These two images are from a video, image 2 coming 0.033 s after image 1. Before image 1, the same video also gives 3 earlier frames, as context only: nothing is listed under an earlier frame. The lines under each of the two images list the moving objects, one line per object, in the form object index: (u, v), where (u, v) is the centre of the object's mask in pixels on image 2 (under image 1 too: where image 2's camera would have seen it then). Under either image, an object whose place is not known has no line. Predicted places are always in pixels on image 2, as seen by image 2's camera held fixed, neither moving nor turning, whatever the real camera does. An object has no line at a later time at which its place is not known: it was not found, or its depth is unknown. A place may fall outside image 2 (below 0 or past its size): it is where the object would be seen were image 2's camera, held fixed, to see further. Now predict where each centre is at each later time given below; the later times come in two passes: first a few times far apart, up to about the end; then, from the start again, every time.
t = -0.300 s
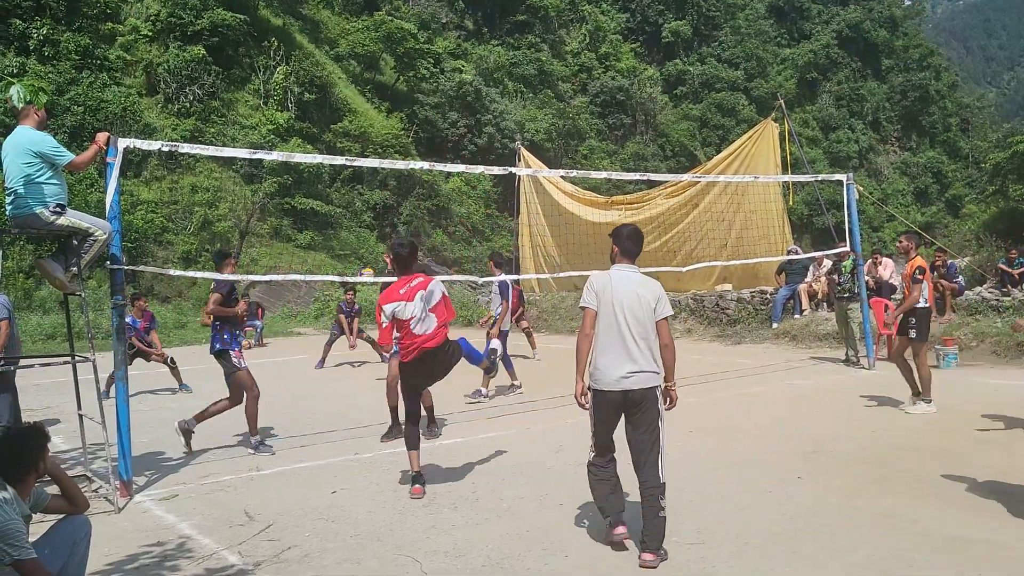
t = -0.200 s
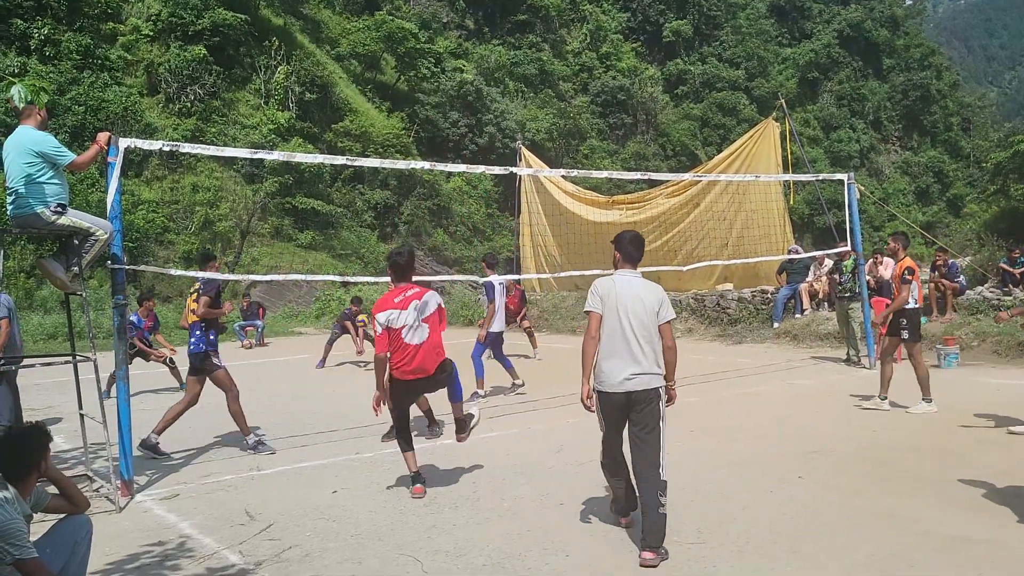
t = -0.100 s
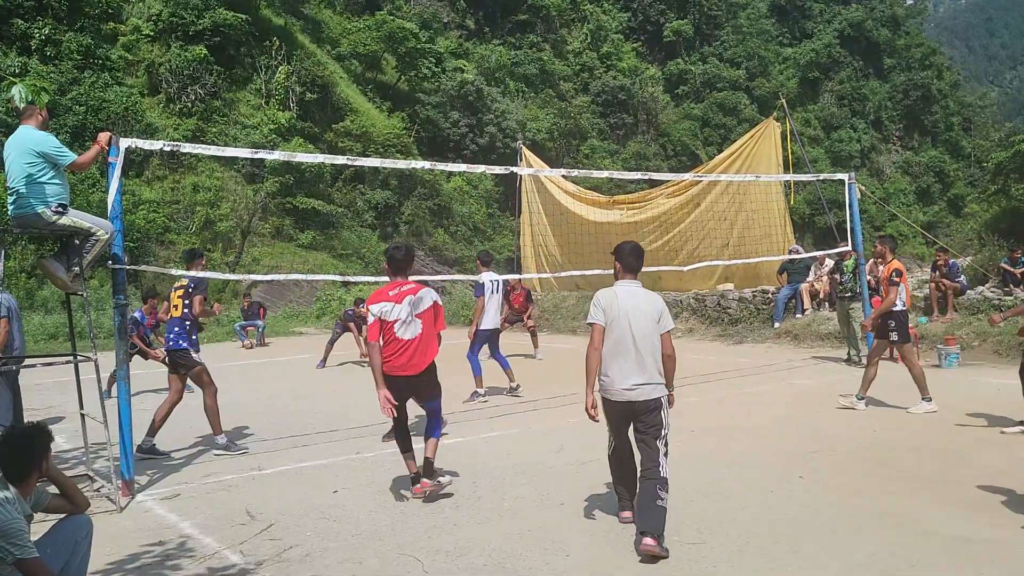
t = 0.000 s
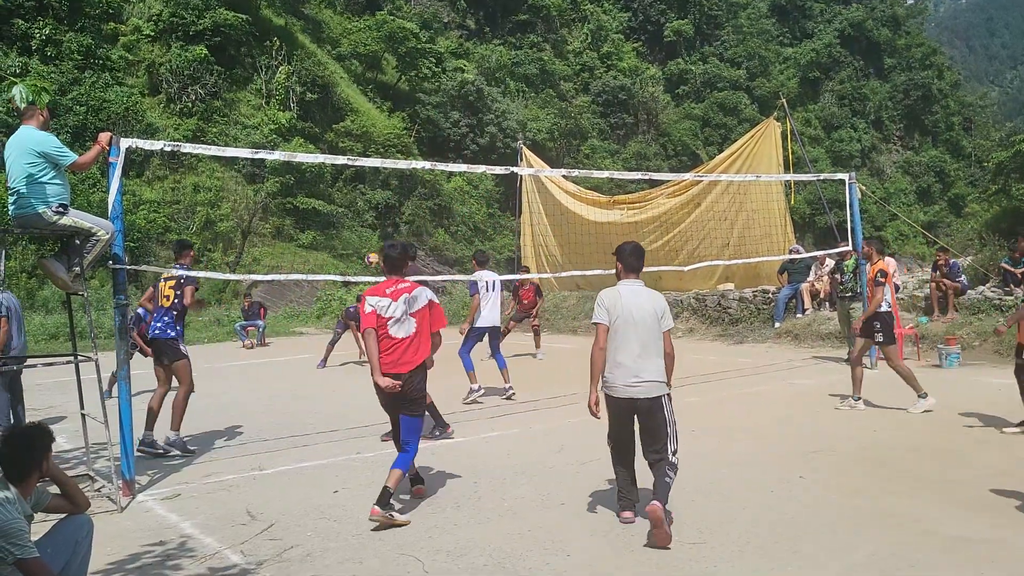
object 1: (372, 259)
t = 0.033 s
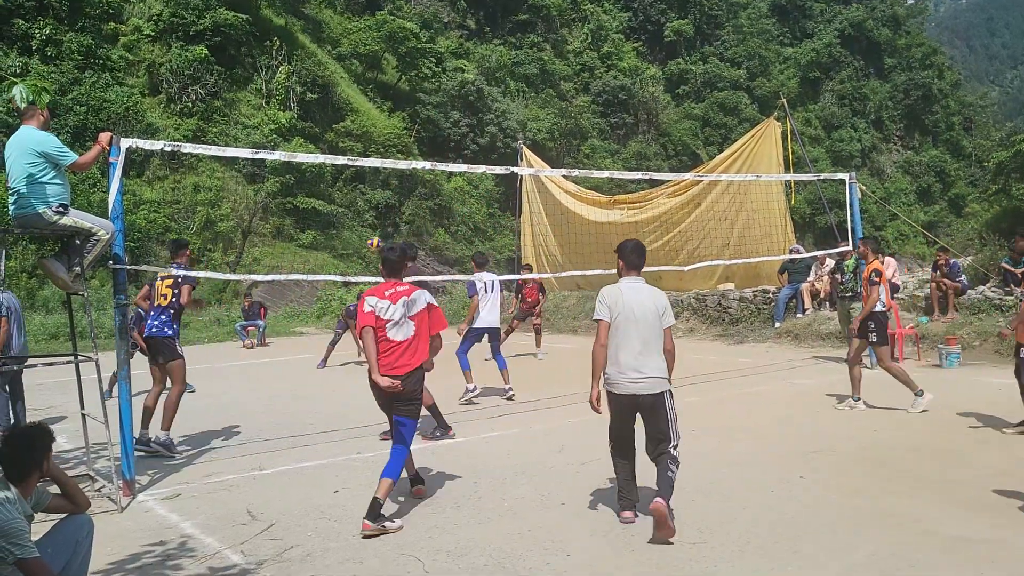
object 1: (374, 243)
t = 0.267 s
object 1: (389, 149)
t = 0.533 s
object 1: (410, 77)
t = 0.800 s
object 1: (437, 49)
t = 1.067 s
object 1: (467, 77)
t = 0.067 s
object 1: (377, 228)
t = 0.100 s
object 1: (378, 214)
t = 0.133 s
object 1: (380, 201)
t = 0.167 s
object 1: (382, 186)
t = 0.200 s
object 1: (385, 174)
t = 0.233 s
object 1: (387, 157)
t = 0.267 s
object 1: (389, 149)
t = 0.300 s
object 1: (392, 138)
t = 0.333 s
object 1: (395, 126)
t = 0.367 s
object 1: (397, 117)
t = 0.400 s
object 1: (400, 108)
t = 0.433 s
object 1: (402, 99)
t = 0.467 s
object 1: (404, 90)
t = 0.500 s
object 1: (408, 83)
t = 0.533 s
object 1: (410, 77)
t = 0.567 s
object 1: (414, 70)
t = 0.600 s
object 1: (416, 65)
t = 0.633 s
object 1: (420, 60)
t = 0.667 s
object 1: (423, 56)
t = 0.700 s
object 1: (426, 53)
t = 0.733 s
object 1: (429, 52)
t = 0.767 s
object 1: (433, 51)
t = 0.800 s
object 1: (437, 49)
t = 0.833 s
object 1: (440, 50)
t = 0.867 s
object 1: (443, 52)
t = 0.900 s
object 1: (447, 52)
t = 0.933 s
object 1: (450, 54)
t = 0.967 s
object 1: (455, 59)
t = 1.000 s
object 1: (458, 64)
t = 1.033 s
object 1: (463, 70)
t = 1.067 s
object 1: (467, 77)
